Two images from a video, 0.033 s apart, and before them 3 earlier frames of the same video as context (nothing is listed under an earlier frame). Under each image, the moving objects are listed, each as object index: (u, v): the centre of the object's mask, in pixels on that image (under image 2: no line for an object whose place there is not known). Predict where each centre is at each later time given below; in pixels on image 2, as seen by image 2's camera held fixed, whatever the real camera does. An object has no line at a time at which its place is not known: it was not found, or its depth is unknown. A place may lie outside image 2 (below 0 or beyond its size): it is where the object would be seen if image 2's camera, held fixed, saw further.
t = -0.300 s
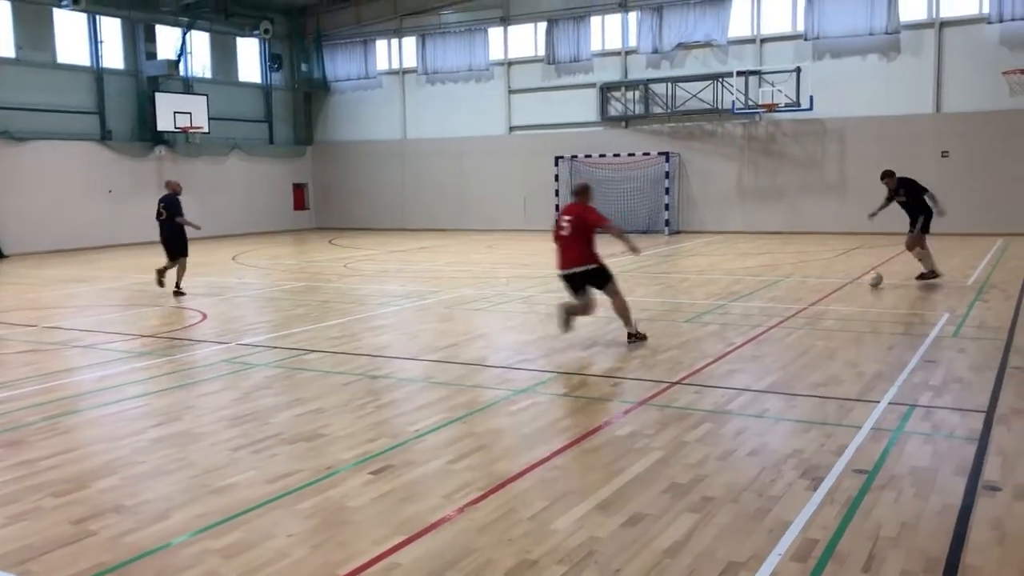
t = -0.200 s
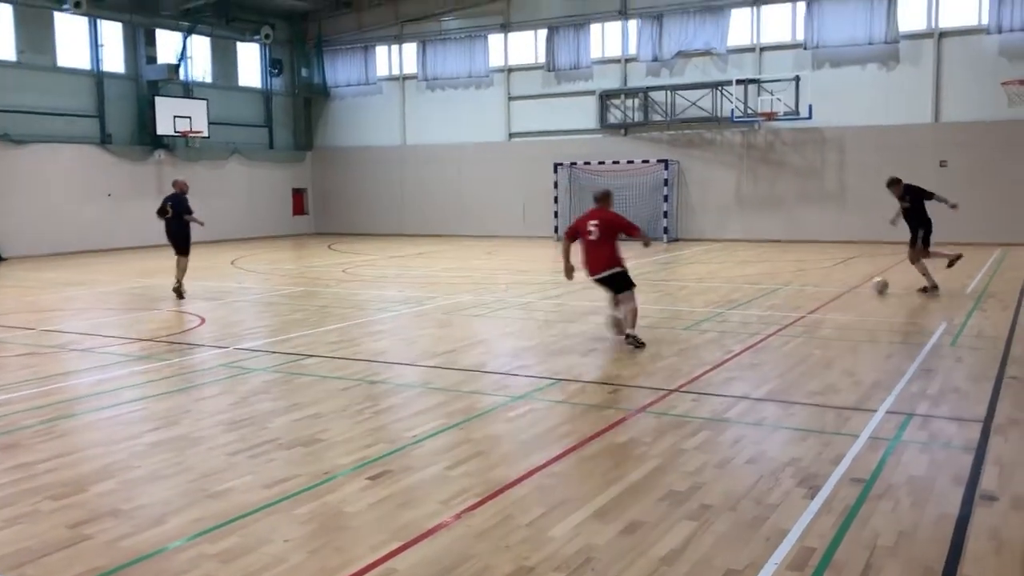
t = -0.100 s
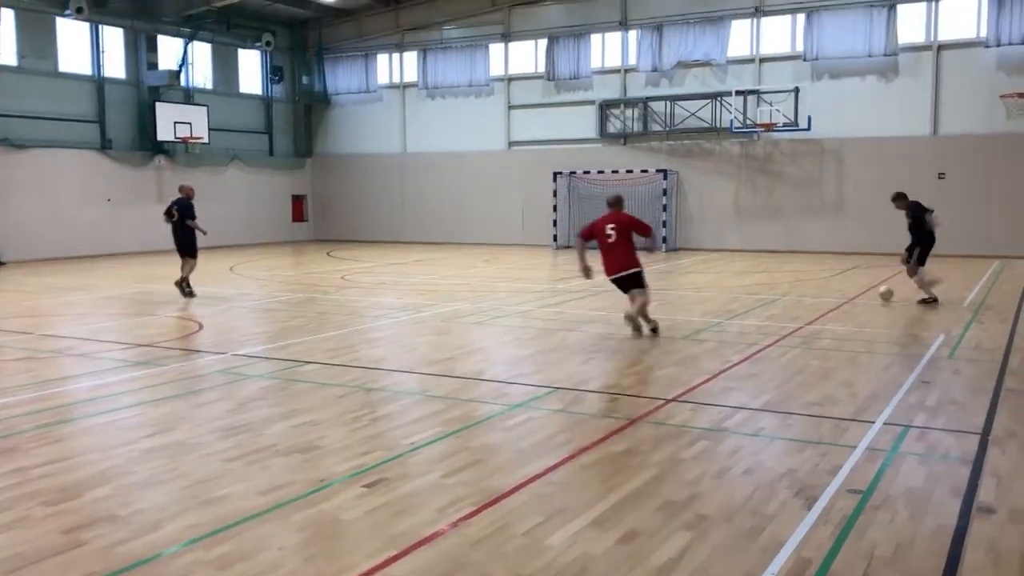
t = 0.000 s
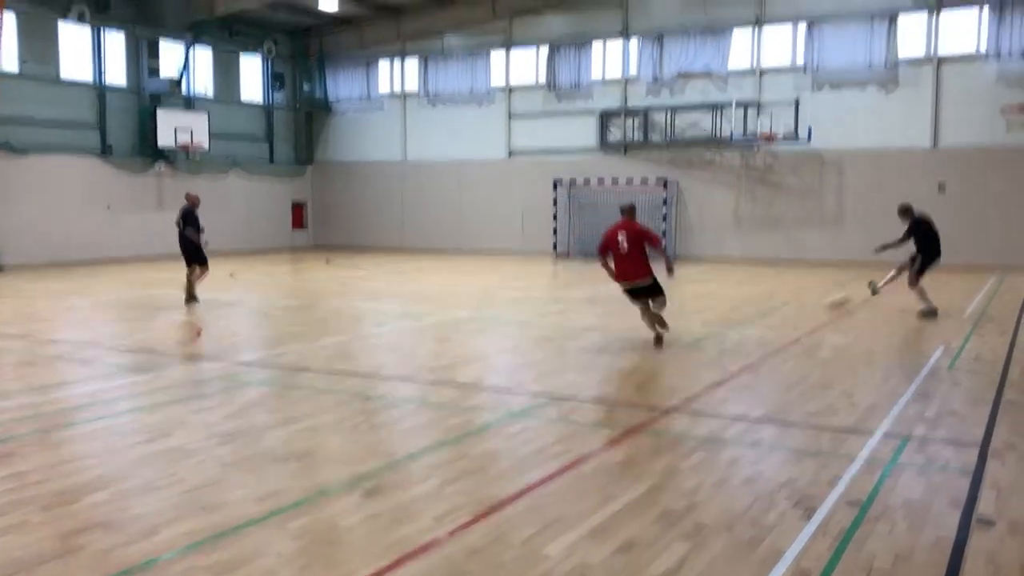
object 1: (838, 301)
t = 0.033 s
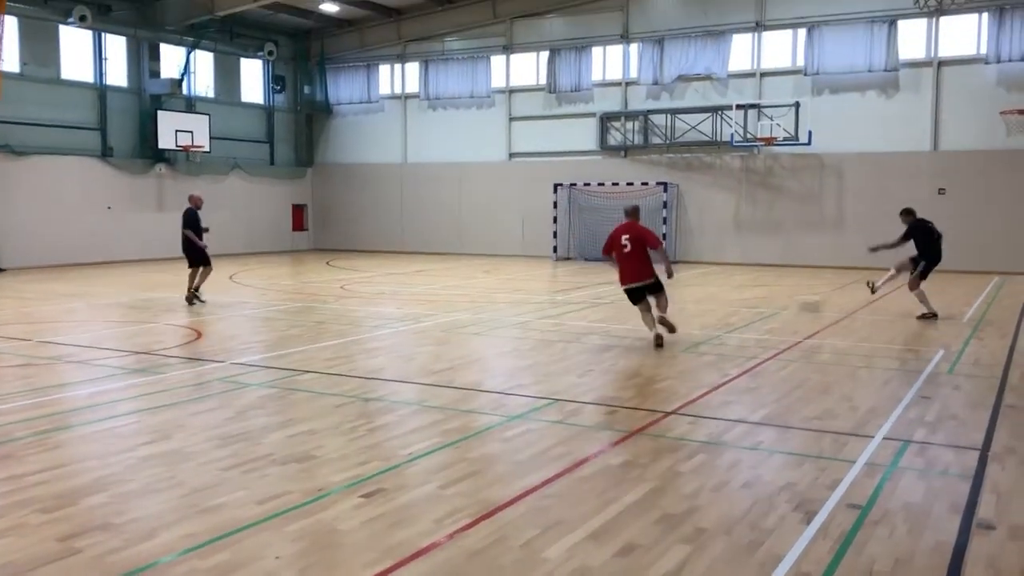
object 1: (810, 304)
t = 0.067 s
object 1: (781, 304)
